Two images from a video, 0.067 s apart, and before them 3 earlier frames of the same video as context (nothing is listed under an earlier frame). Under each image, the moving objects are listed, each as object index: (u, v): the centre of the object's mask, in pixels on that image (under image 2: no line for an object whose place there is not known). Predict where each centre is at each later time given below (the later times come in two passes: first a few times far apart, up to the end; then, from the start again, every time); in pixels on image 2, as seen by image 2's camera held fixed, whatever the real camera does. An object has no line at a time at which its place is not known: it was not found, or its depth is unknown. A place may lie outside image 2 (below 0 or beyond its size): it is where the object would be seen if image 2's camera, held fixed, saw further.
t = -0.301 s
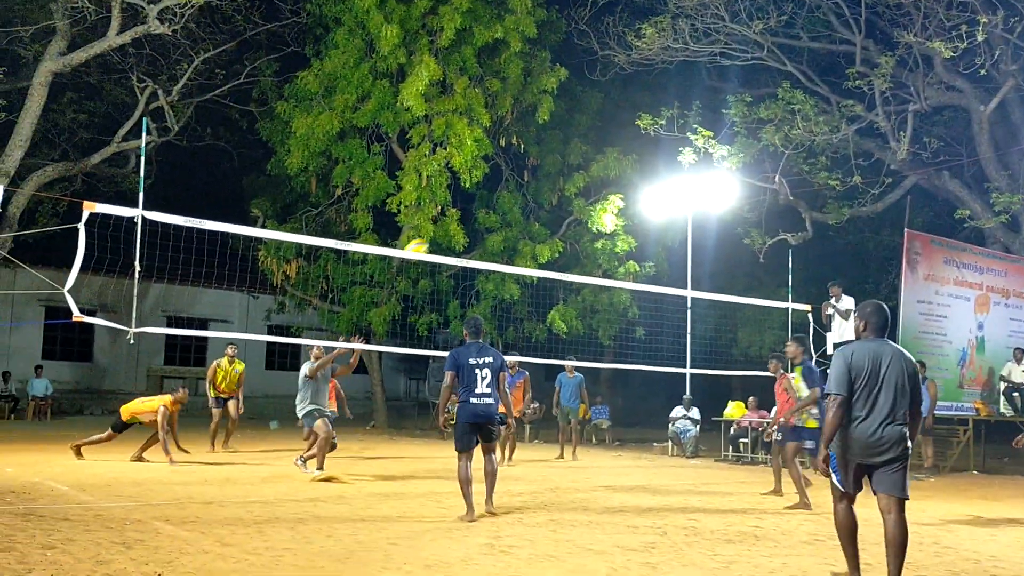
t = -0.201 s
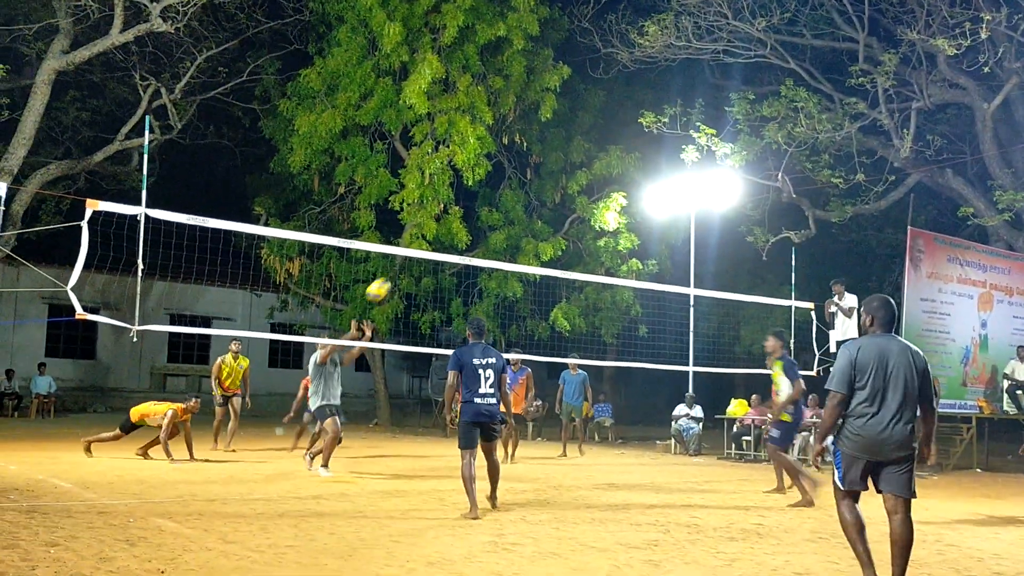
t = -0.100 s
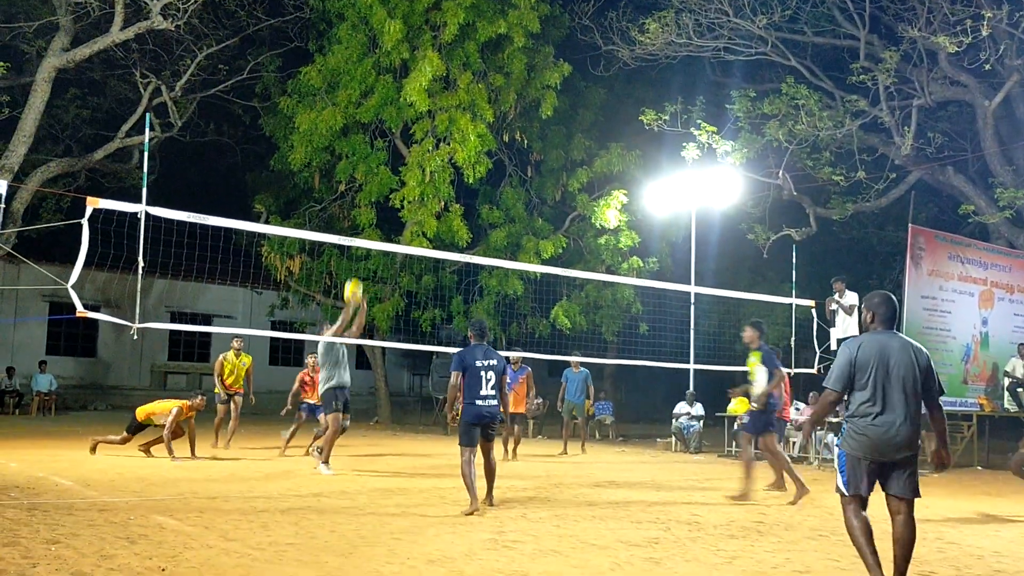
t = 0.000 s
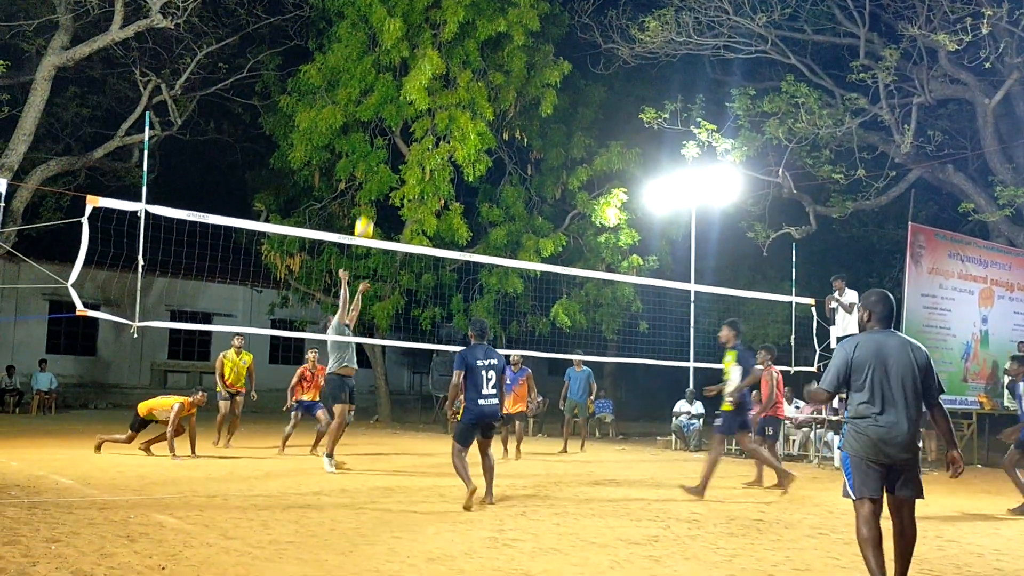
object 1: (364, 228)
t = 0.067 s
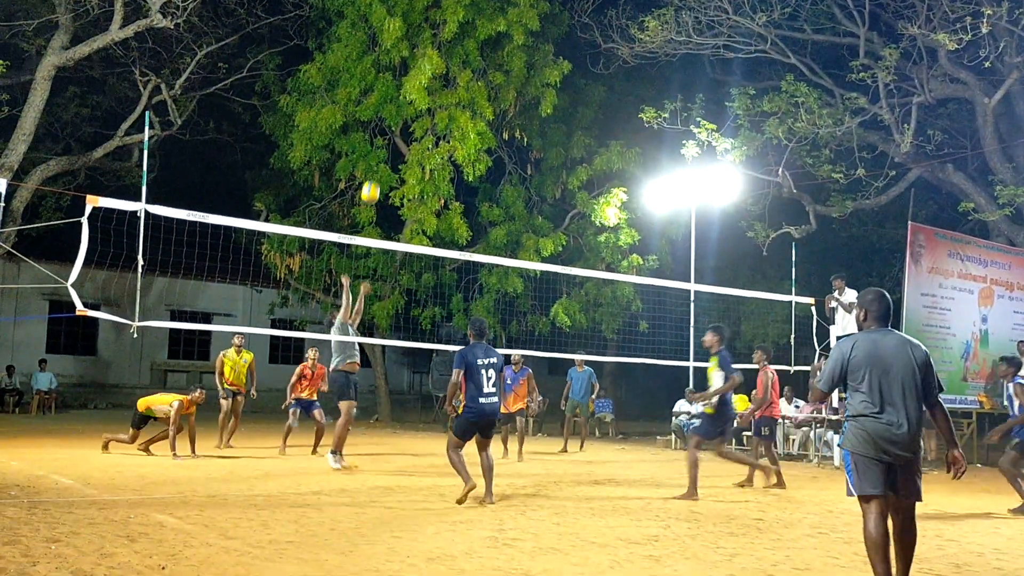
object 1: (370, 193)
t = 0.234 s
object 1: (385, 122)
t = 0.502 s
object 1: (406, 58)
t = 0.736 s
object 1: (423, 48)
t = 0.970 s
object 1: (437, 76)
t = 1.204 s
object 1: (448, 143)
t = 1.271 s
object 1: (451, 168)
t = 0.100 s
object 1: (373, 176)
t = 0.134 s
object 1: (376, 161)
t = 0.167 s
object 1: (379, 147)
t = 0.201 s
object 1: (382, 134)
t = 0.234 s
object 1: (385, 122)
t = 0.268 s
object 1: (387, 110)
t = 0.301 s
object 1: (390, 100)
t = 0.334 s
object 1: (394, 91)
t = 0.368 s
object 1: (396, 82)
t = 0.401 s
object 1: (399, 75)
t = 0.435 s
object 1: (401, 68)
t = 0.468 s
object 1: (404, 63)
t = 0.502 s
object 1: (406, 58)
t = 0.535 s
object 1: (409, 54)
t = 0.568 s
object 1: (411, 51)
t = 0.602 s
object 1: (414, 48)
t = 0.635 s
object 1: (416, 47)
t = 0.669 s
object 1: (419, 47)
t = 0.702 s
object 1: (420, 47)
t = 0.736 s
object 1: (423, 48)
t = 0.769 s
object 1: (425, 49)
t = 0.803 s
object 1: (427, 52)
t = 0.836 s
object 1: (429, 55)
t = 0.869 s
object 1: (431, 59)
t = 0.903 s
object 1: (433, 64)
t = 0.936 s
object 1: (435, 70)
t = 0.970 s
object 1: (437, 76)
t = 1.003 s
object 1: (439, 83)
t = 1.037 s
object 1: (441, 91)
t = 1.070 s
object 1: (442, 100)
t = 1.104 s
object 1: (444, 110)
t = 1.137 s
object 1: (446, 120)
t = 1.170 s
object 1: (447, 131)
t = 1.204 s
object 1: (448, 143)
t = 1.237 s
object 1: (450, 155)
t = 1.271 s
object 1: (451, 168)
